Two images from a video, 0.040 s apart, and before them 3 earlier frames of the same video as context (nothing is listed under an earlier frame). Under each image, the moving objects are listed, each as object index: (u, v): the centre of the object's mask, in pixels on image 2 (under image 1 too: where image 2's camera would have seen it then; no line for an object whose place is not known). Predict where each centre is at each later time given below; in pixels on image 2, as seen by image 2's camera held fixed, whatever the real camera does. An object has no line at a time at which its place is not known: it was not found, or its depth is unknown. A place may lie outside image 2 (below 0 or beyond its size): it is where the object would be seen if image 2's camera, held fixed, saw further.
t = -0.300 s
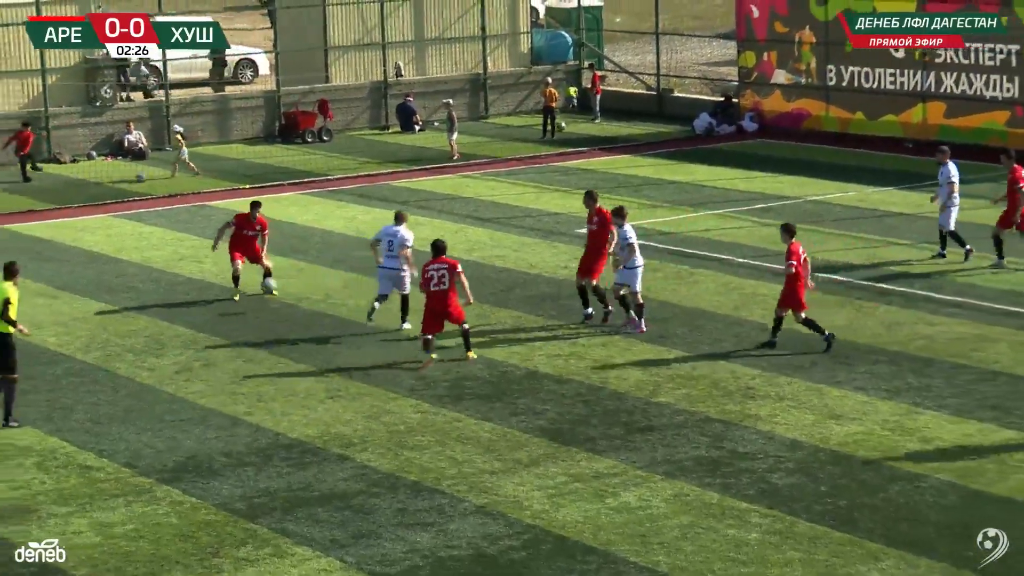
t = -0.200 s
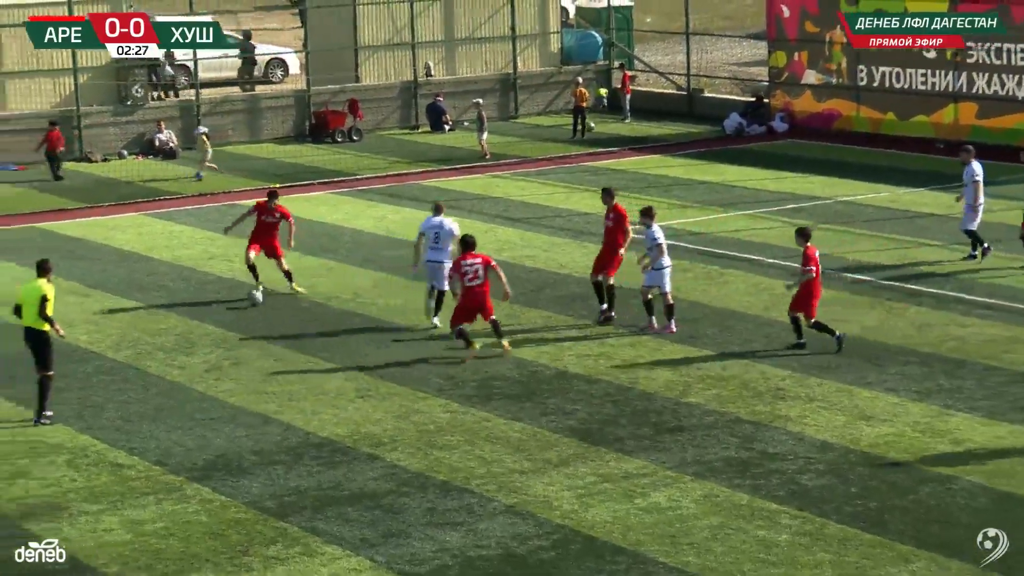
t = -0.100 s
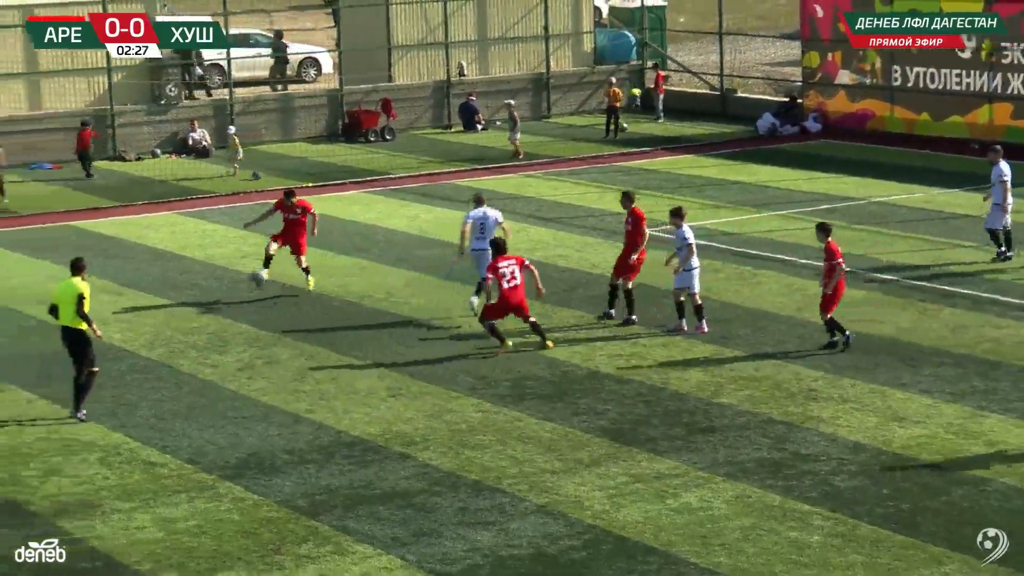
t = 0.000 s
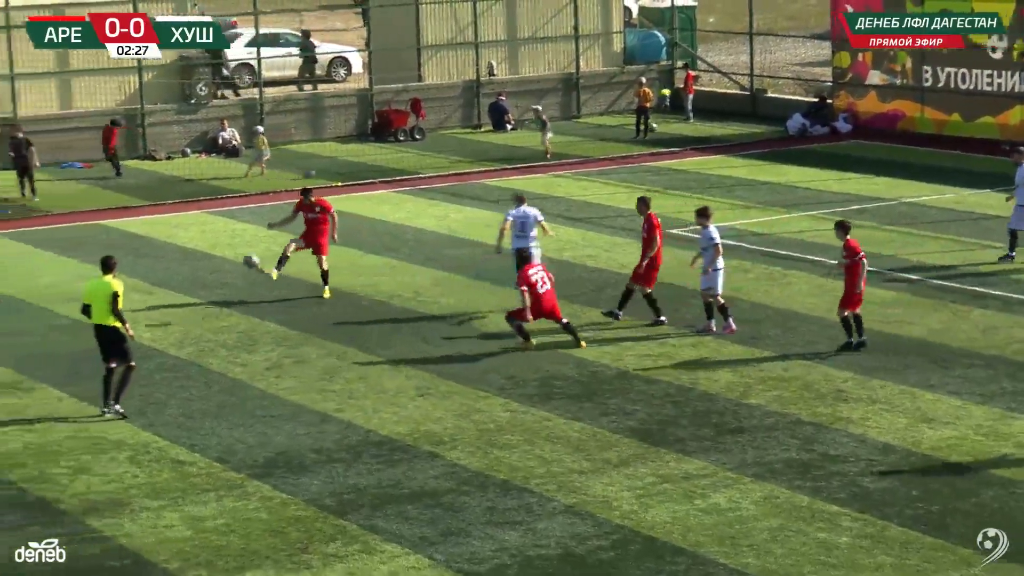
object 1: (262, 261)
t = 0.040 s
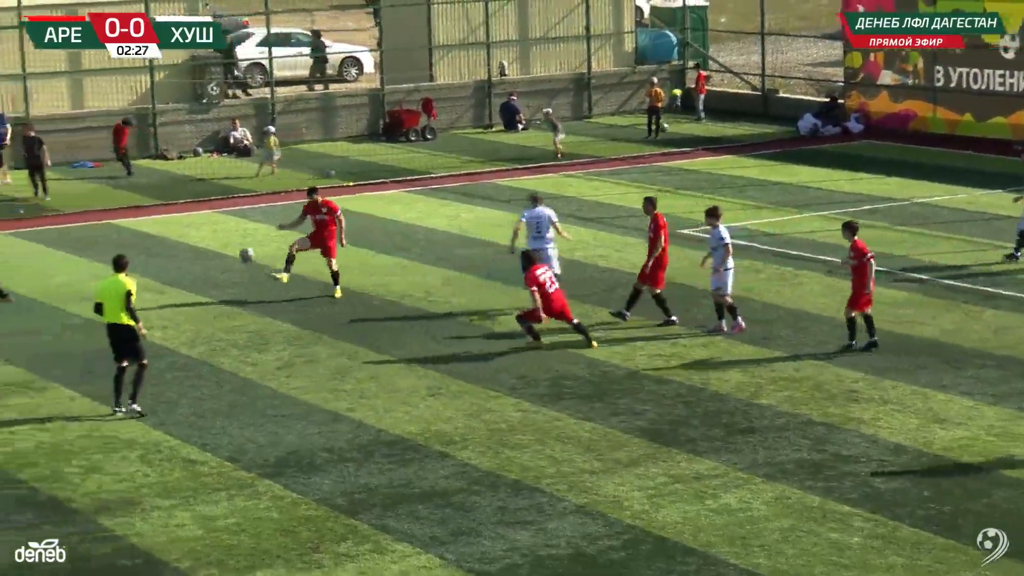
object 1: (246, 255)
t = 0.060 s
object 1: (240, 254)
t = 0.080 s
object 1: (232, 253)
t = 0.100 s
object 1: (225, 252)
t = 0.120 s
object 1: (218, 251)
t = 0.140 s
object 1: (211, 249)
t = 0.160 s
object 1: (204, 248)
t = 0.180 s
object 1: (196, 249)
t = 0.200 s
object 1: (189, 249)
